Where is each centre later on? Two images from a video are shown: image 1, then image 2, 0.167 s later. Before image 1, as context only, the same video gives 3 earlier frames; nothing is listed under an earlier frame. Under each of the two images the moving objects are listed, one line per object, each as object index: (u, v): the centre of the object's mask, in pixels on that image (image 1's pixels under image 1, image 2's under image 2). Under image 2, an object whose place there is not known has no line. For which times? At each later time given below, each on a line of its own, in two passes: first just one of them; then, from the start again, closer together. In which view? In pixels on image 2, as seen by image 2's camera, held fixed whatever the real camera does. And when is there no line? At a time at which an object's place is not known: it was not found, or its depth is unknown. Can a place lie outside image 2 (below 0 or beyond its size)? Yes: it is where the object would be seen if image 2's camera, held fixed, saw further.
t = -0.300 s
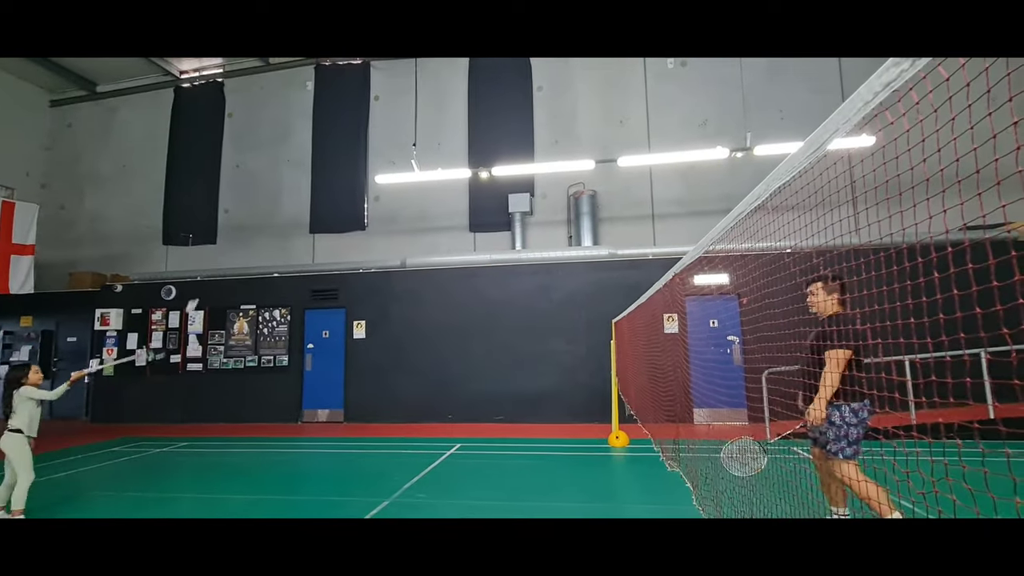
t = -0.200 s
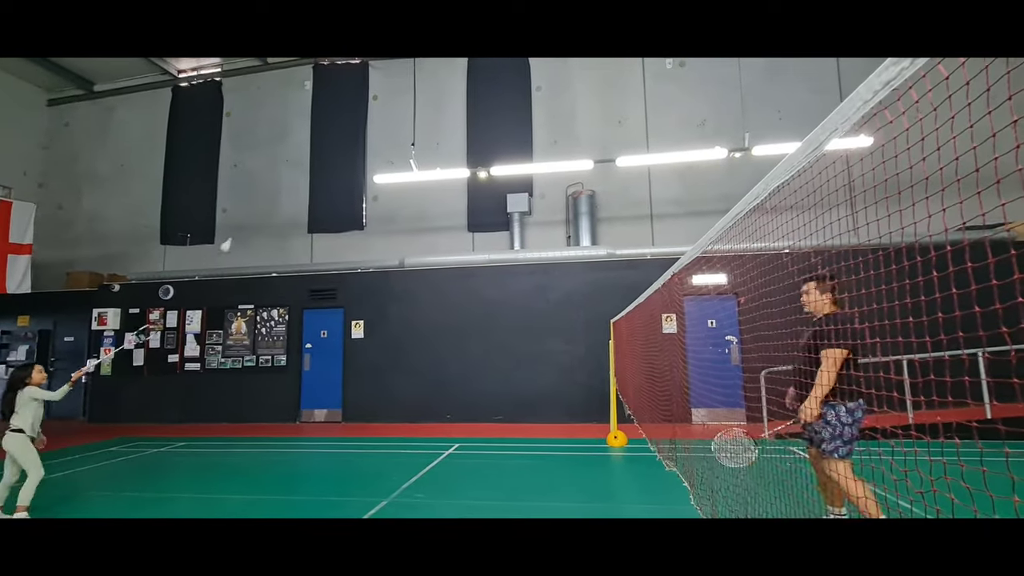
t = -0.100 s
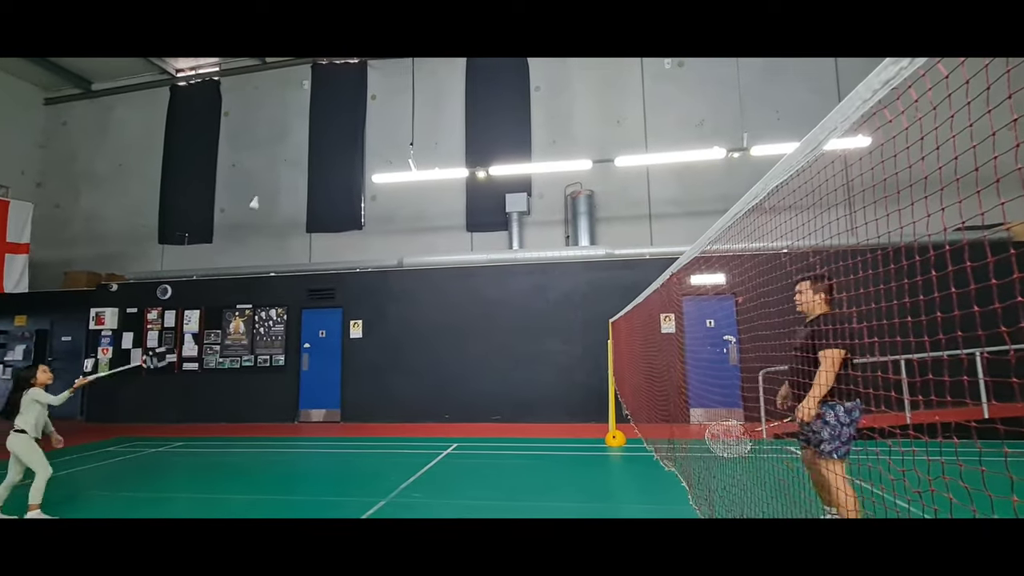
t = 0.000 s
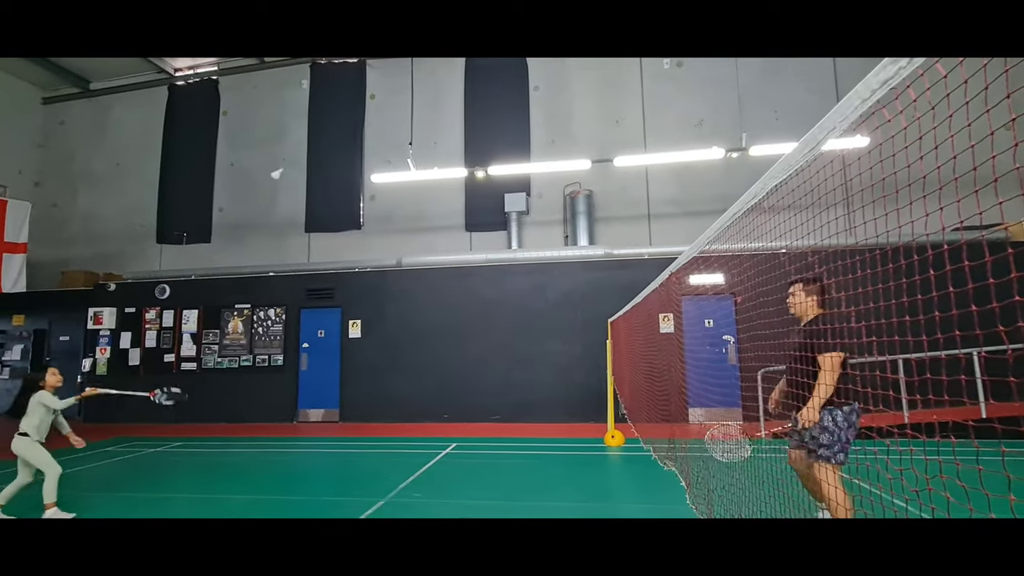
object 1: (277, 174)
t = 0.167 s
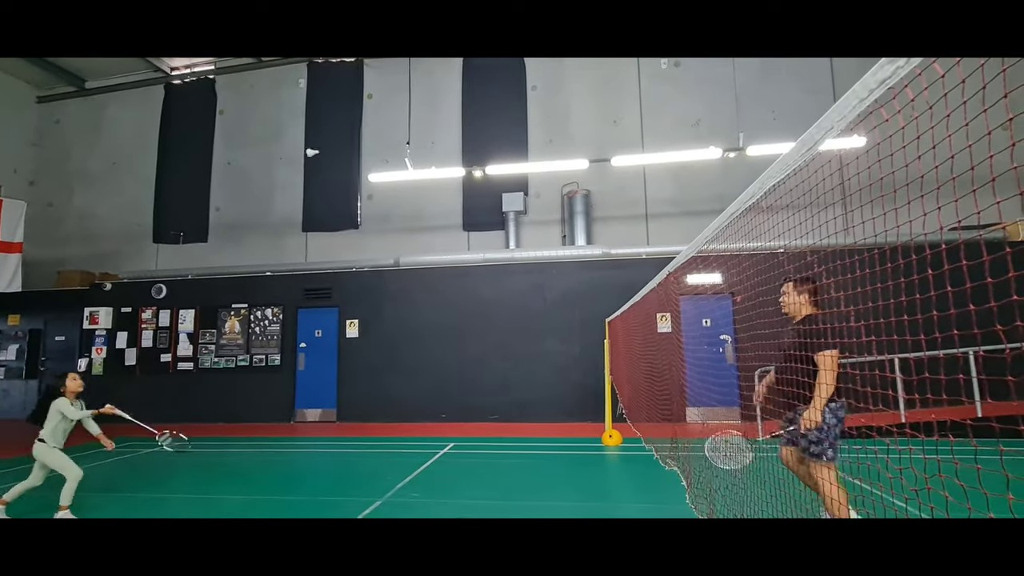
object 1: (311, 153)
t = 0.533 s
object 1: (384, 213)
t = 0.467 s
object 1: (373, 191)
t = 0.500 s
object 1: (379, 200)
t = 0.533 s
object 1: (384, 213)
